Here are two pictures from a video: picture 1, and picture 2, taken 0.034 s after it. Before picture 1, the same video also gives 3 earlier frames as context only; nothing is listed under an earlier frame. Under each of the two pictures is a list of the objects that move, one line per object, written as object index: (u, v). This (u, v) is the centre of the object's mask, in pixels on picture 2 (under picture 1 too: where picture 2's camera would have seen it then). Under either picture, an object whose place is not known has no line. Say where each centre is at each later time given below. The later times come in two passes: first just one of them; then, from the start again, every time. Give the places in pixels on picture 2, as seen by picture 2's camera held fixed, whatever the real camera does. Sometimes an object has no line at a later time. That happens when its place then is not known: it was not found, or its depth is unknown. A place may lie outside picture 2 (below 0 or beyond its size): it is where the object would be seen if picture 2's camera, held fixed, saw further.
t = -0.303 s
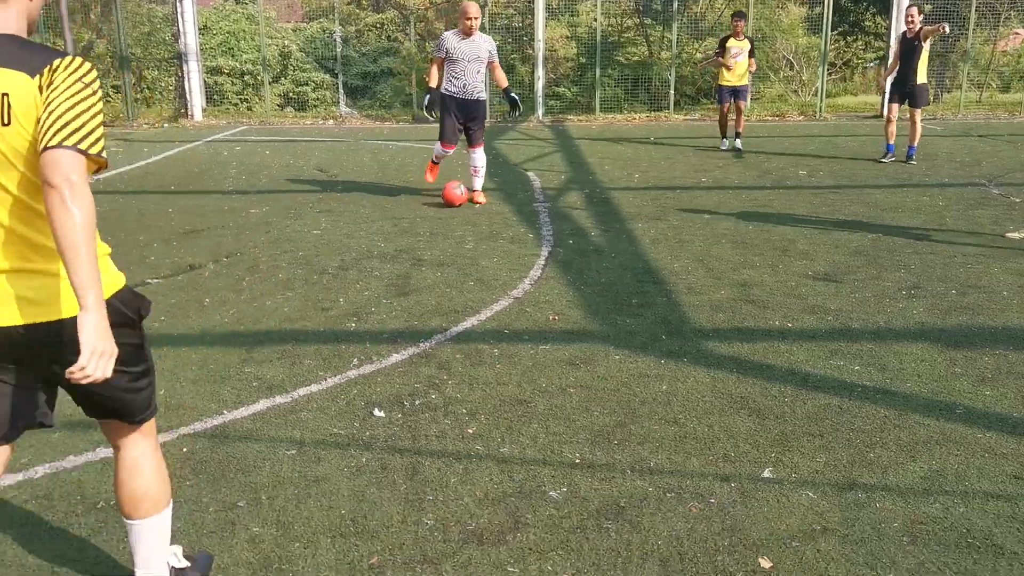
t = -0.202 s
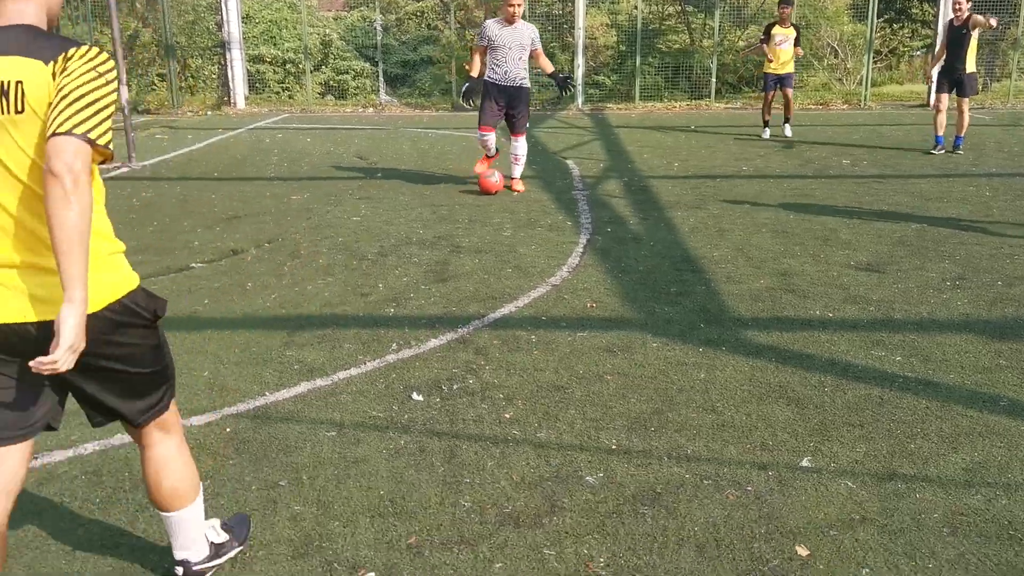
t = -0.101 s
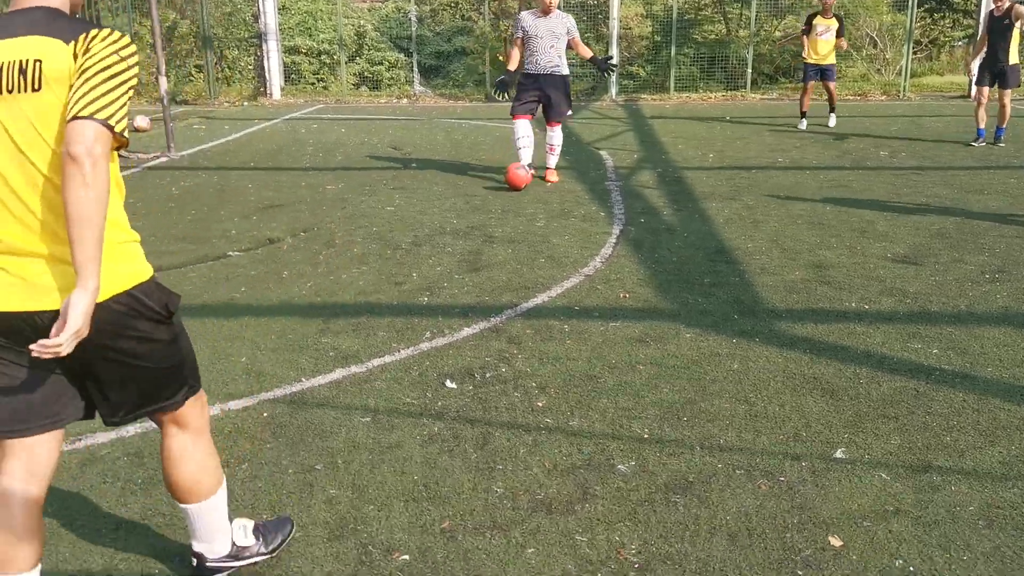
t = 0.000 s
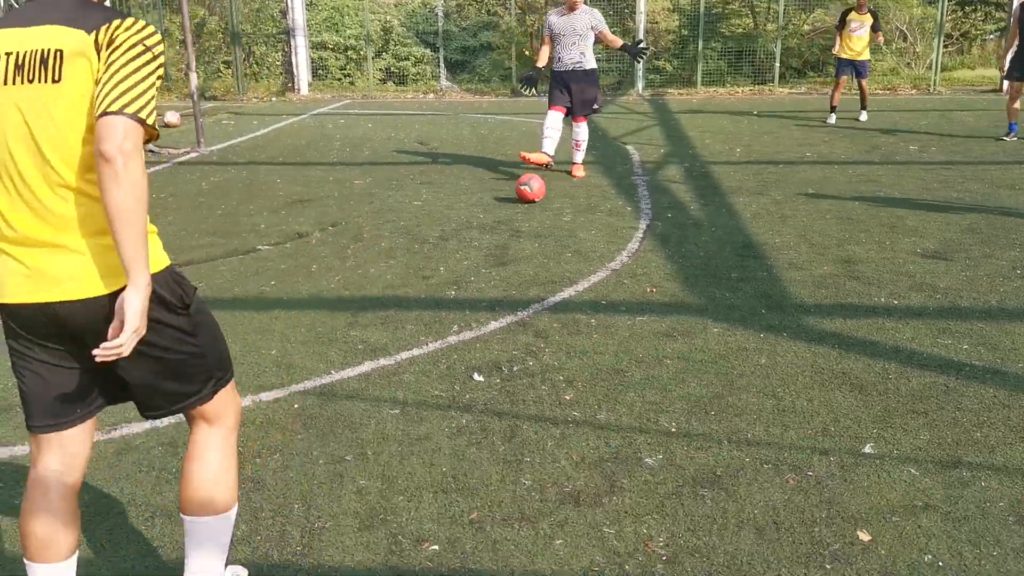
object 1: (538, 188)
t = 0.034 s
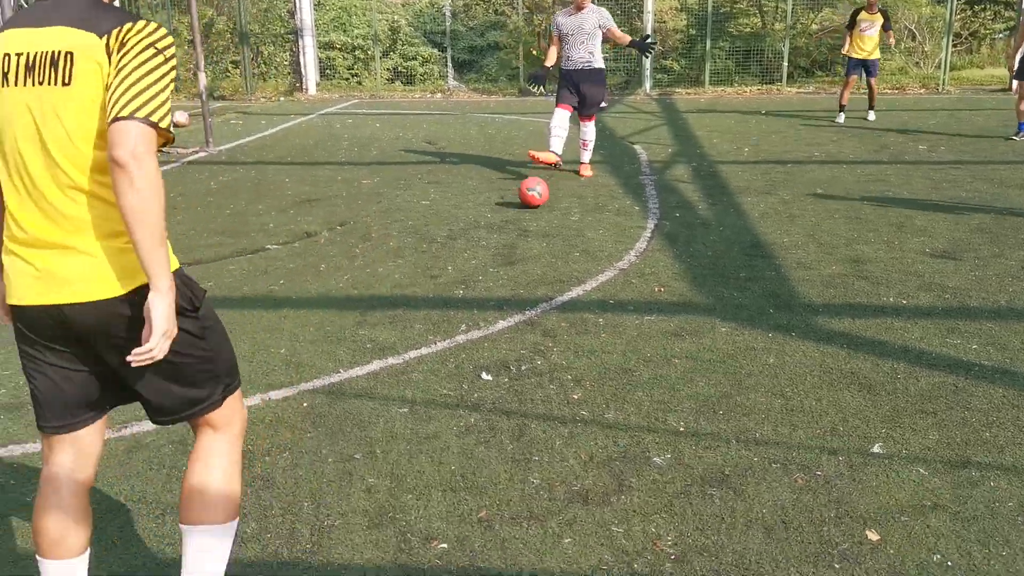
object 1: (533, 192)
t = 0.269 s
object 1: (499, 237)
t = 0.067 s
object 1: (529, 198)
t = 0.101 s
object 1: (524, 204)
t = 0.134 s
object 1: (519, 208)
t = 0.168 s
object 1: (514, 215)
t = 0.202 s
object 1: (508, 223)
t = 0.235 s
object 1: (504, 229)
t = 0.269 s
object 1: (499, 237)
